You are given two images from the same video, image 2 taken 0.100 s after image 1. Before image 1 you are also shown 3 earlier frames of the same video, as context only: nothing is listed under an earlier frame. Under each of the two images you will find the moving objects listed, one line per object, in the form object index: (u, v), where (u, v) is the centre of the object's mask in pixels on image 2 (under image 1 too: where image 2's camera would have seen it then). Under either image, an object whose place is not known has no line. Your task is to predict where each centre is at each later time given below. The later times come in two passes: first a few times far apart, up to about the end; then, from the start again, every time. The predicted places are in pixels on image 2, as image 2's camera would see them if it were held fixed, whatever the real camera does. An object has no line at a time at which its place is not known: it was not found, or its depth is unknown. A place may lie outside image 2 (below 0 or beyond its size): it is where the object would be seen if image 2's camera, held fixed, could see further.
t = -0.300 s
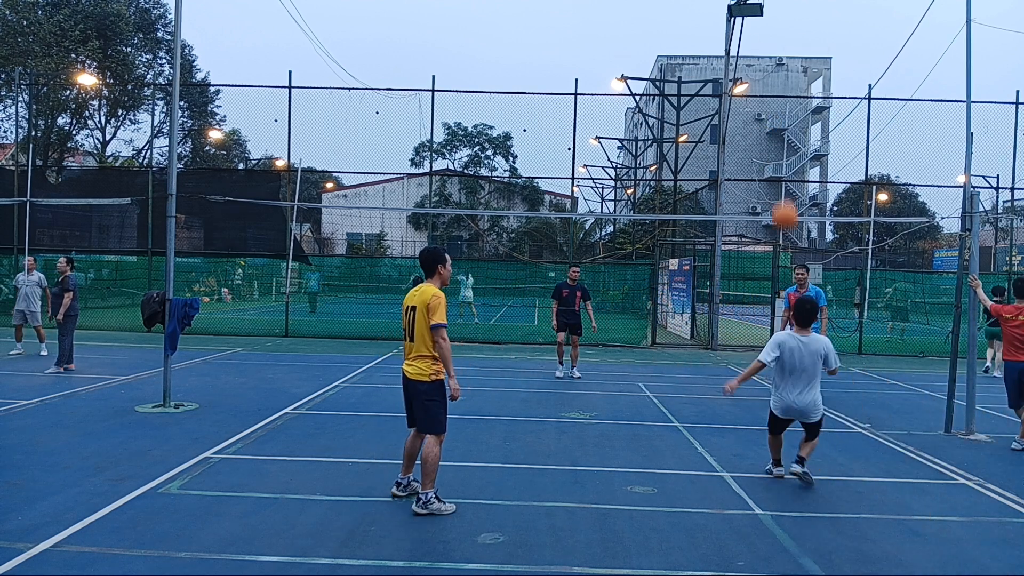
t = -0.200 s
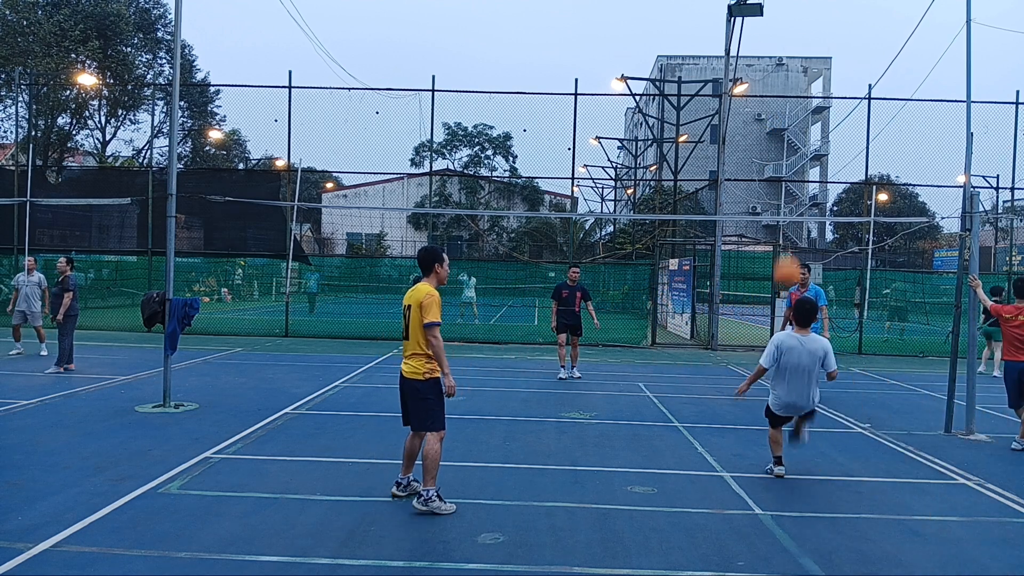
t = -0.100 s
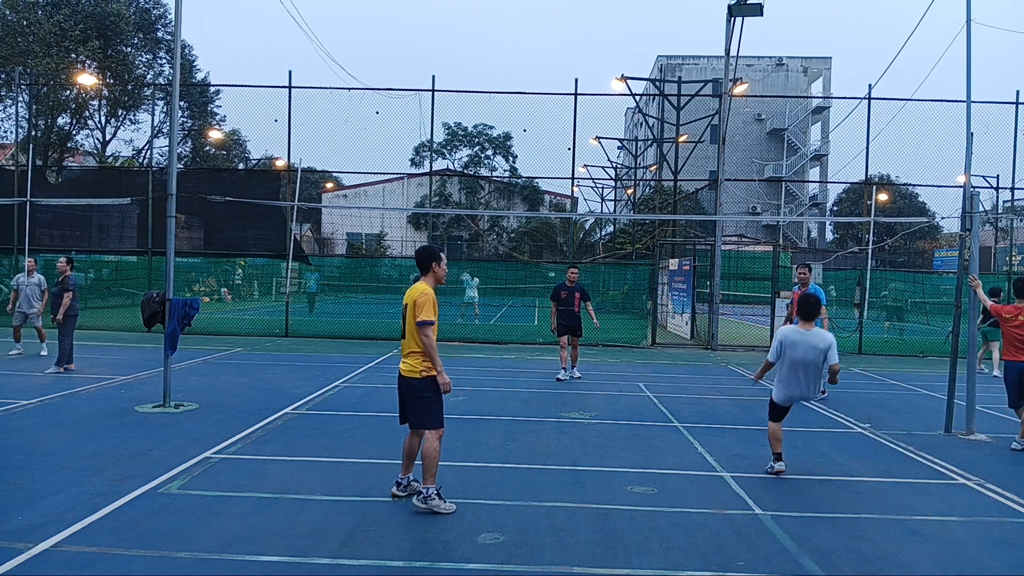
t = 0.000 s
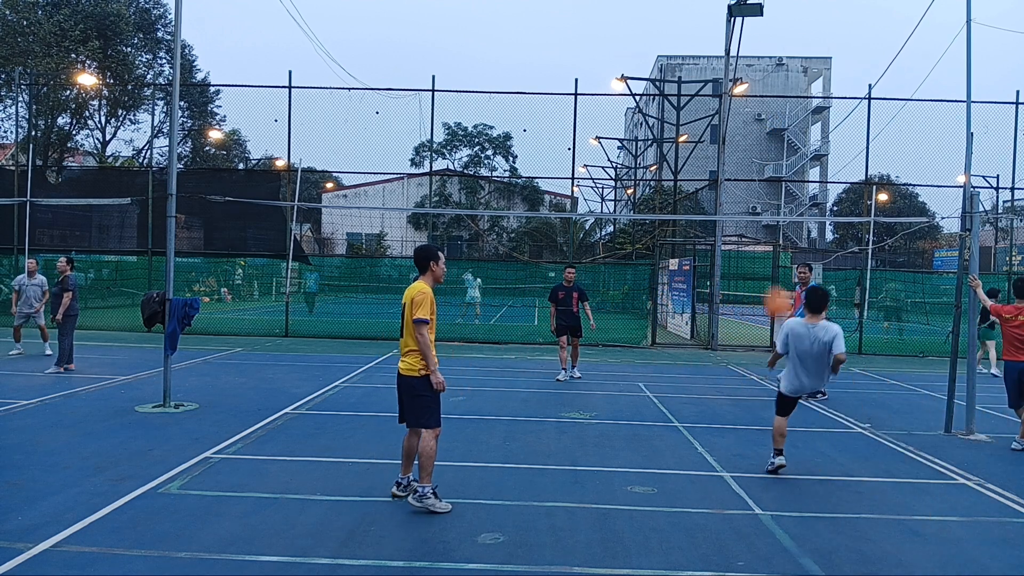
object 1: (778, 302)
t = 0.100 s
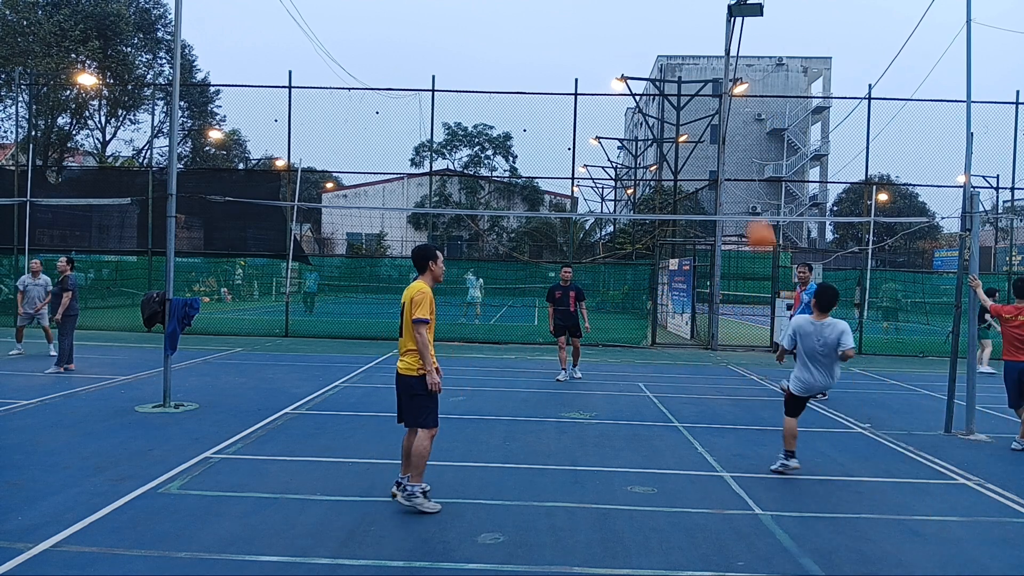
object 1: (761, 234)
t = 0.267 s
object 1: (729, 143)
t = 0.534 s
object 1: (674, 59)
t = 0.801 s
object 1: (612, 57)
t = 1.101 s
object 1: (534, 168)
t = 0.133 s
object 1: (755, 215)
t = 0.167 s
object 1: (748, 195)
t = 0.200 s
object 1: (742, 177)
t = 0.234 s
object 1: (735, 158)
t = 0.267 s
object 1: (729, 143)
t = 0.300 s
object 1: (722, 129)
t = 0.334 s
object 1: (715, 114)
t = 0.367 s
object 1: (708, 102)
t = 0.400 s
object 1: (702, 92)
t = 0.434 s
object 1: (695, 81)
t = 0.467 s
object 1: (688, 72)
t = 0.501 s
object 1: (681, 65)
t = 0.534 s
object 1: (674, 59)
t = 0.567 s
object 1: (666, 54)
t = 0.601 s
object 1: (658, 50)
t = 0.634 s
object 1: (651, 48)
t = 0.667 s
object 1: (643, 47)
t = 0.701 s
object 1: (635, 47)
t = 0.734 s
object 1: (628, 49)
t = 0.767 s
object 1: (620, 52)
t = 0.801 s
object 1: (612, 57)
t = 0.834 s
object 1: (603, 64)
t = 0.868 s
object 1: (595, 71)
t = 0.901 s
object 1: (587, 80)
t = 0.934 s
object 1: (578, 90)
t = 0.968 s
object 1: (569, 103)
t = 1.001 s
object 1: (560, 117)
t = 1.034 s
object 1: (552, 133)
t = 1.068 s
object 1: (543, 150)
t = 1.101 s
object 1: (534, 168)
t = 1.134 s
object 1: (523, 192)
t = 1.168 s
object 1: (516, 210)
